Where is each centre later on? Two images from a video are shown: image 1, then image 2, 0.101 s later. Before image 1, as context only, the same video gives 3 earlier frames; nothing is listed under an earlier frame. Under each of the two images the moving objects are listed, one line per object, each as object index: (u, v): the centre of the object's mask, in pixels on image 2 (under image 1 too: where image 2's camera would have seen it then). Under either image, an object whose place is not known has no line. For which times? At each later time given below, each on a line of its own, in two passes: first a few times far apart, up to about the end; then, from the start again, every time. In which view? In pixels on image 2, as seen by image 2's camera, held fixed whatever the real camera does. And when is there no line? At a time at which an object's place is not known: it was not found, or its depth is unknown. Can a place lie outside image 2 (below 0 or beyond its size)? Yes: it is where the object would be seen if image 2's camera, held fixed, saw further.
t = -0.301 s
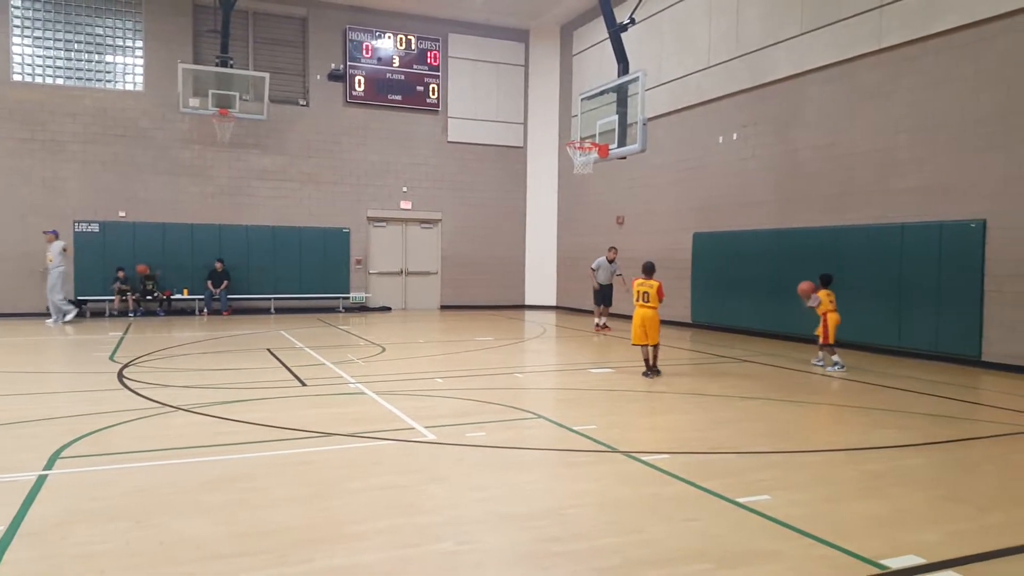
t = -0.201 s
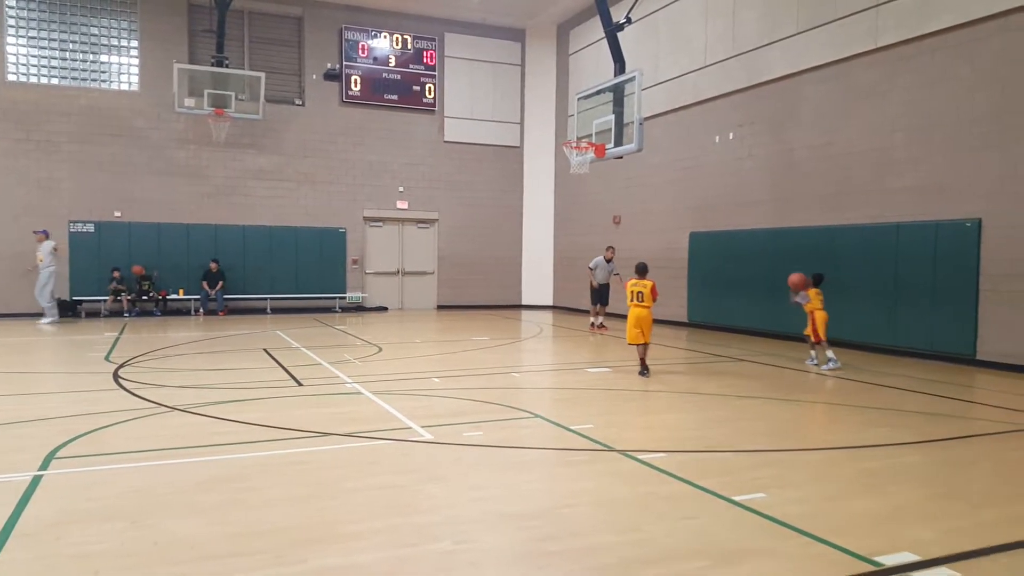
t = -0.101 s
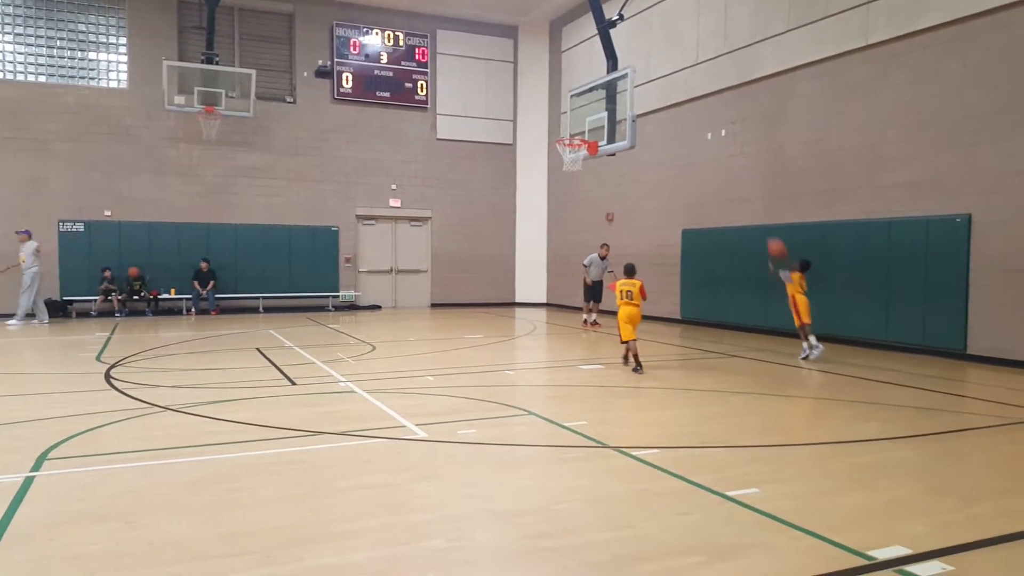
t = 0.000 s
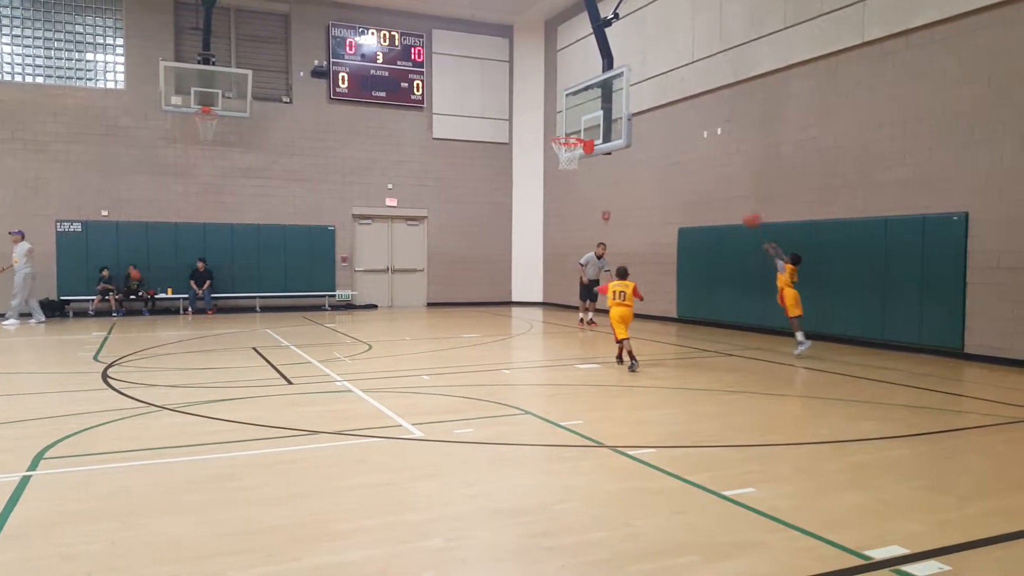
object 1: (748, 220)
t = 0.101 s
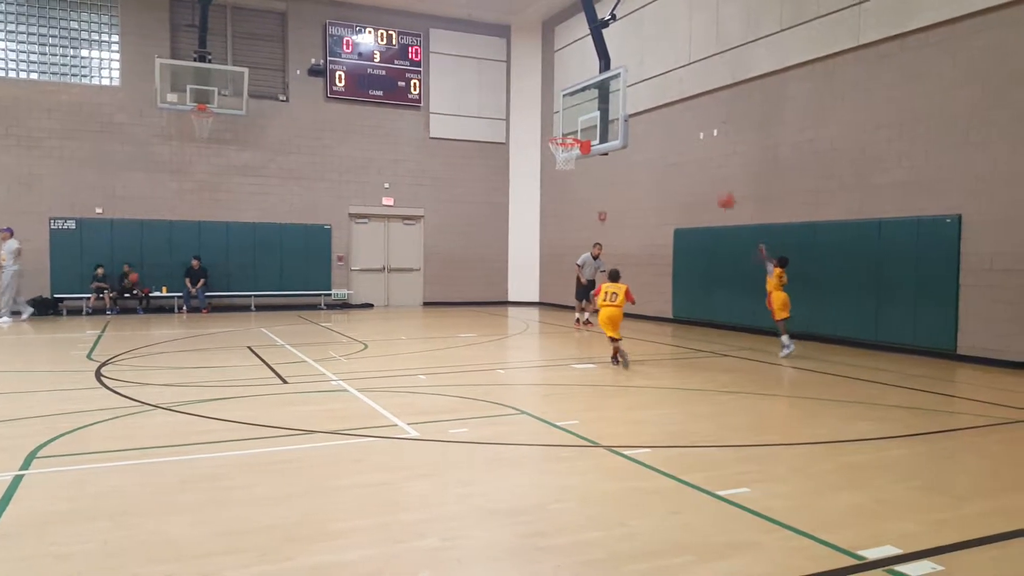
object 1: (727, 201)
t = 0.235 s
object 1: (701, 187)
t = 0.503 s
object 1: (655, 193)
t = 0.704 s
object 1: (624, 225)
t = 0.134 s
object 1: (720, 196)
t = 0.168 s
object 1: (713, 193)
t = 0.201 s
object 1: (707, 189)
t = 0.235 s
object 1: (701, 187)
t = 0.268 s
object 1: (695, 185)
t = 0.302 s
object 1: (689, 184)
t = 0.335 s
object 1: (683, 184)
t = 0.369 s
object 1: (677, 184)
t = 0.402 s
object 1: (671, 186)
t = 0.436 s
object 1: (666, 188)
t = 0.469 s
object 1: (661, 190)
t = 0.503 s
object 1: (655, 193)
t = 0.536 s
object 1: (650, 197)
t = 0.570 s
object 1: (644, 202)
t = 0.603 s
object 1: (639, 207)
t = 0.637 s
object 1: (633, 212)
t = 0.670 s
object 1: (629, 219)
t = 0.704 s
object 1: (624, 225)
